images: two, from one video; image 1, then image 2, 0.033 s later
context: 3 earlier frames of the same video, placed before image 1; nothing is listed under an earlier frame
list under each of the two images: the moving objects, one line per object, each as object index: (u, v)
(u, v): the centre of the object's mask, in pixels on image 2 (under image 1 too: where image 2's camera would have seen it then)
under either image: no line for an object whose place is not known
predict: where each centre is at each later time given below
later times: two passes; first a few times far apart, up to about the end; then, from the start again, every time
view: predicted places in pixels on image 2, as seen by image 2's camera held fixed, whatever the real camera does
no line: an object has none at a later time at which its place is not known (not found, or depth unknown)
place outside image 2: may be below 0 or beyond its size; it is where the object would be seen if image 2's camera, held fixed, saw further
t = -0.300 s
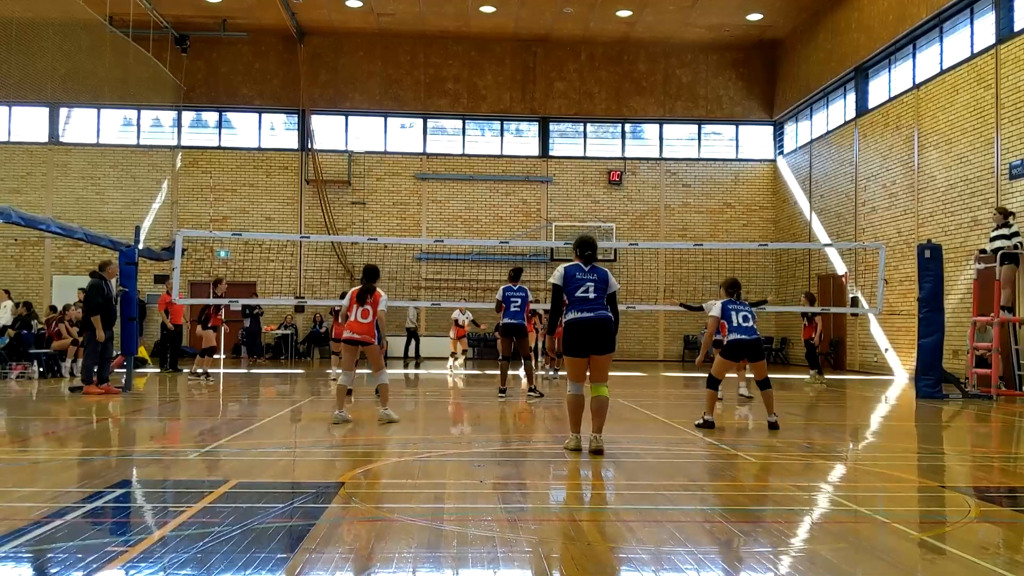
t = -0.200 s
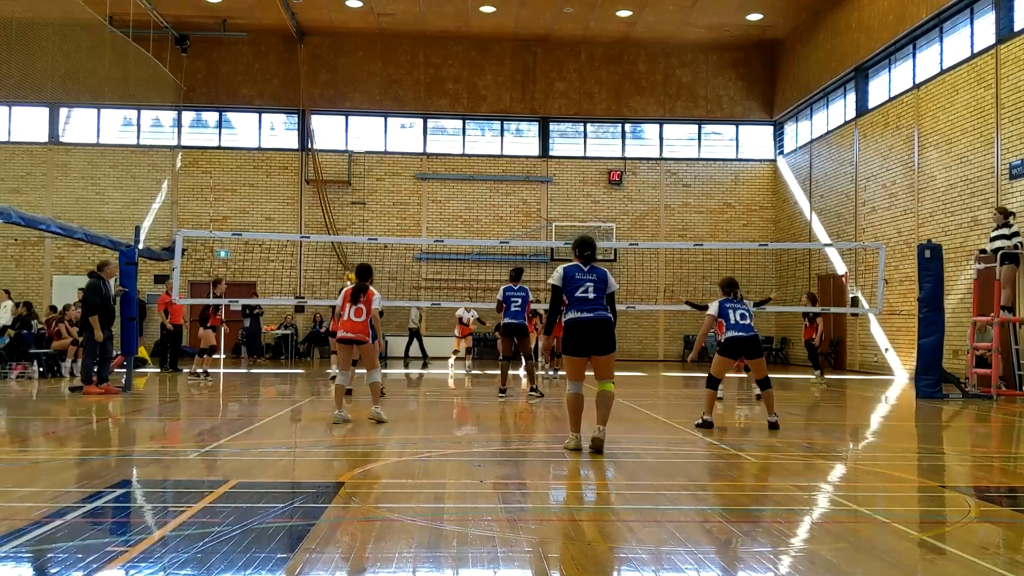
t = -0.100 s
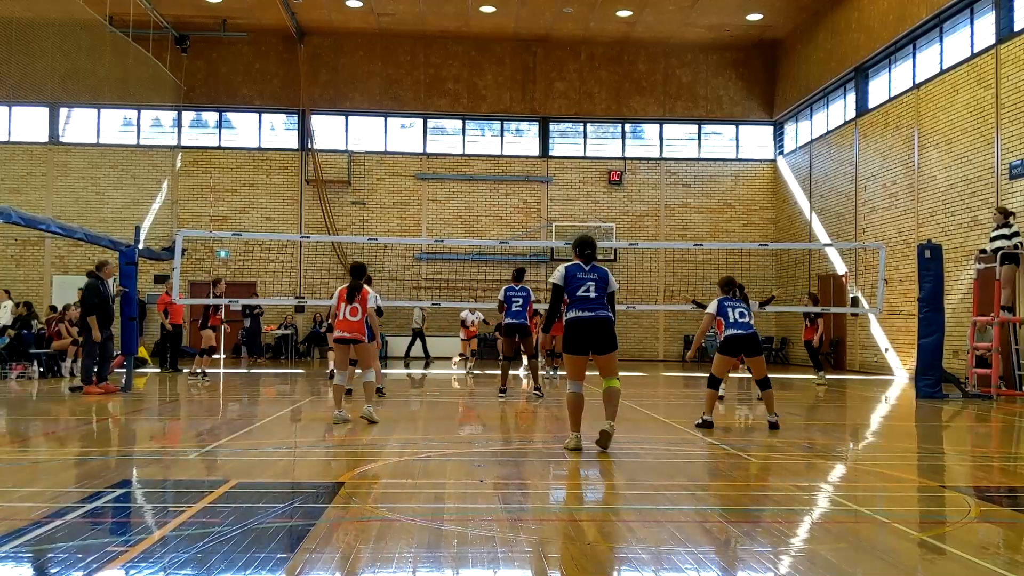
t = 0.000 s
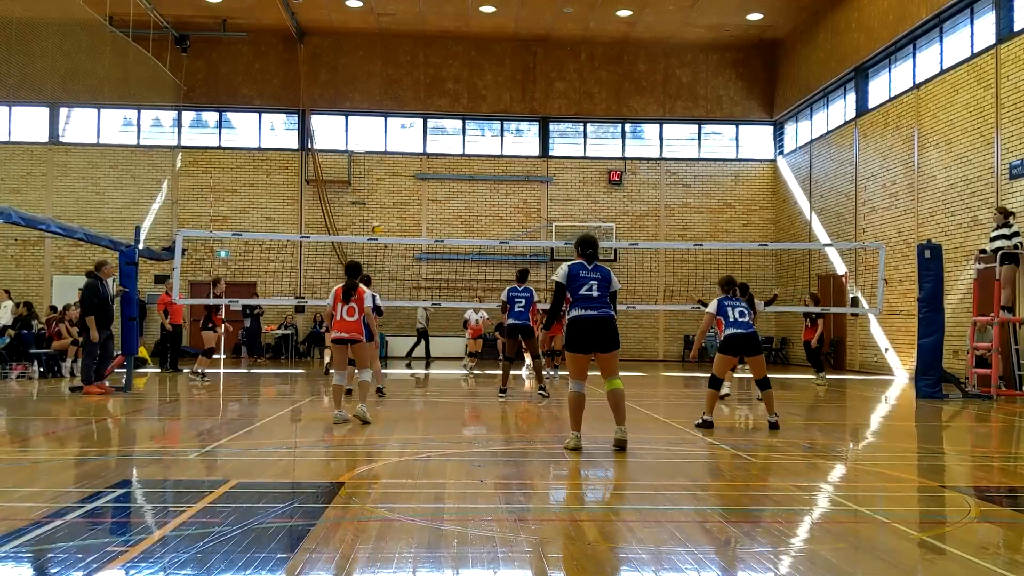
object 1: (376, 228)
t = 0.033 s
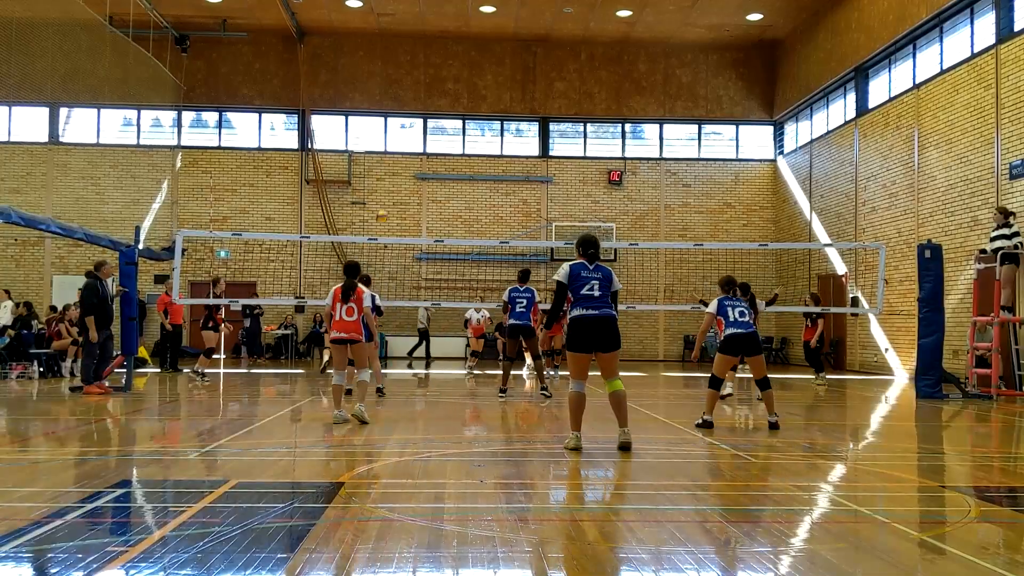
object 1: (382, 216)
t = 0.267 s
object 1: (423, 149)
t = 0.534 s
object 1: (471, 109)
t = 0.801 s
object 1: (517, 109)
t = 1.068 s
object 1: (562, 149)
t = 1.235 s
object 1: (590, 196)
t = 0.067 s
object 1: (388, 204)
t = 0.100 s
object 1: (393, 193)
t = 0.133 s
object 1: (399, 184)
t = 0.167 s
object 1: (406, 174)
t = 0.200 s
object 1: (412, 163)
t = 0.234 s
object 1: (418, 157)
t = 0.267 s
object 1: (423, 149)
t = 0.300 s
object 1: (429, 142)
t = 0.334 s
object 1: (436, 135)
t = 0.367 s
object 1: (441, 129)
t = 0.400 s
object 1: (447, 123)
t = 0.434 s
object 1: (453, 119)
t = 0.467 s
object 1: (459, 115)
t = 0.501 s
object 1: (465, 112)
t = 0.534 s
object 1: (471, 109)
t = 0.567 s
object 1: (477, 106)
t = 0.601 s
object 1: (482, 105)
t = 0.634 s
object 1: (488, 104)
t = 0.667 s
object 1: (494, 104)
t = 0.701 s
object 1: (500, 104)
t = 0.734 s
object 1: (506, 105)
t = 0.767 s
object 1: (511, 107)
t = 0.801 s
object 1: (517, 109)
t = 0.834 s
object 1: (523, 112)
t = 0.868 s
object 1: (529, 115)
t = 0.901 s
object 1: (535, 119)
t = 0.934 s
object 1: (541, 124)
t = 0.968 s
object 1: (546, 129)
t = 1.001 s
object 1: (551, 135)
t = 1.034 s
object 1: (557, 142)
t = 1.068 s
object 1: (562, 149)
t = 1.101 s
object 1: (568, 157)
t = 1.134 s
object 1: (574, 165)
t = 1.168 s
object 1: (580, 174)
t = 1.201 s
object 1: (584, 184)
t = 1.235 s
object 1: (590, 196)
